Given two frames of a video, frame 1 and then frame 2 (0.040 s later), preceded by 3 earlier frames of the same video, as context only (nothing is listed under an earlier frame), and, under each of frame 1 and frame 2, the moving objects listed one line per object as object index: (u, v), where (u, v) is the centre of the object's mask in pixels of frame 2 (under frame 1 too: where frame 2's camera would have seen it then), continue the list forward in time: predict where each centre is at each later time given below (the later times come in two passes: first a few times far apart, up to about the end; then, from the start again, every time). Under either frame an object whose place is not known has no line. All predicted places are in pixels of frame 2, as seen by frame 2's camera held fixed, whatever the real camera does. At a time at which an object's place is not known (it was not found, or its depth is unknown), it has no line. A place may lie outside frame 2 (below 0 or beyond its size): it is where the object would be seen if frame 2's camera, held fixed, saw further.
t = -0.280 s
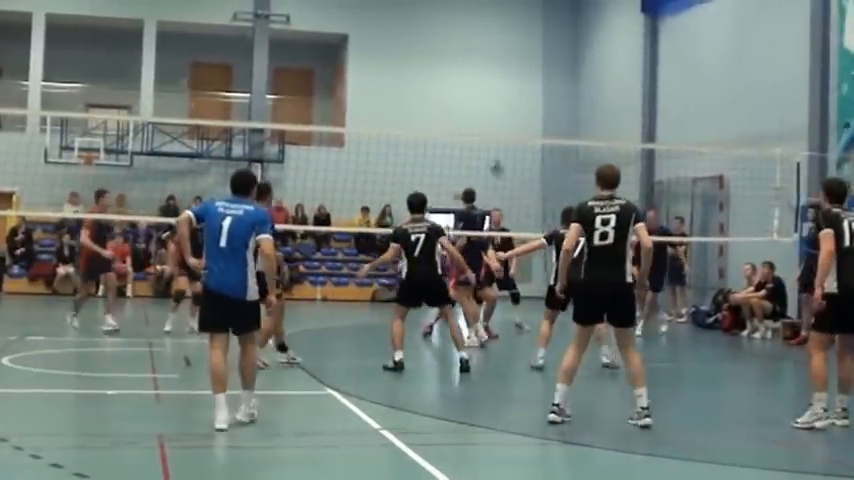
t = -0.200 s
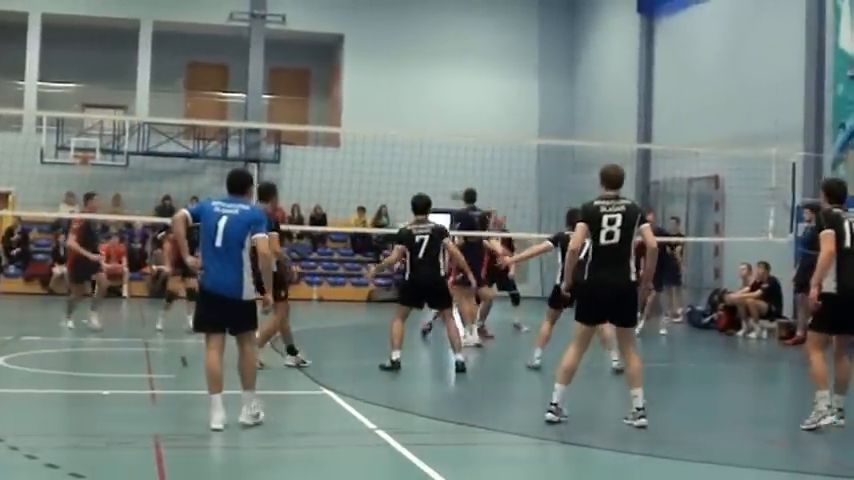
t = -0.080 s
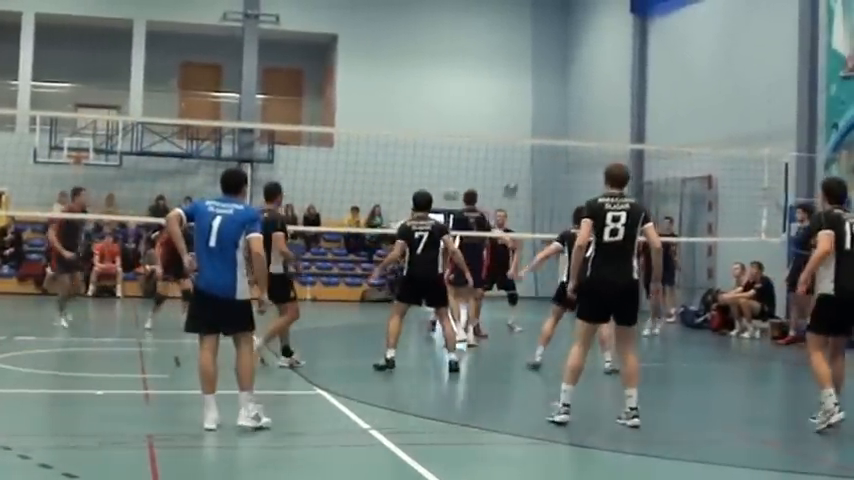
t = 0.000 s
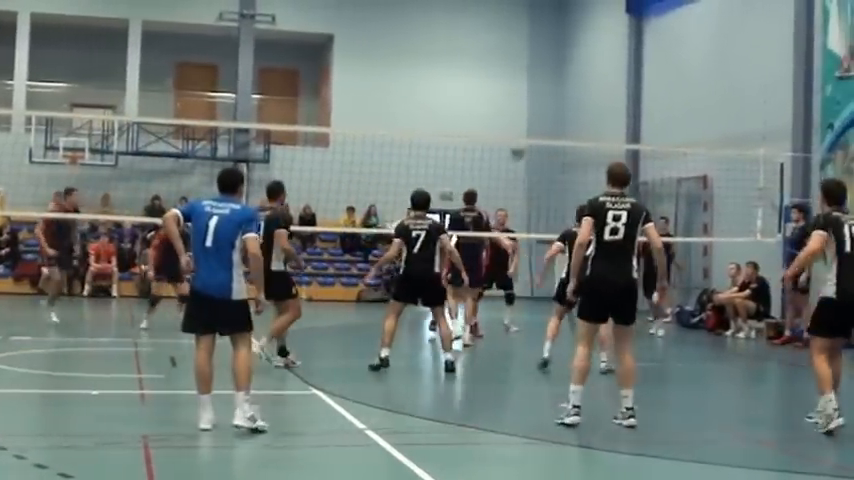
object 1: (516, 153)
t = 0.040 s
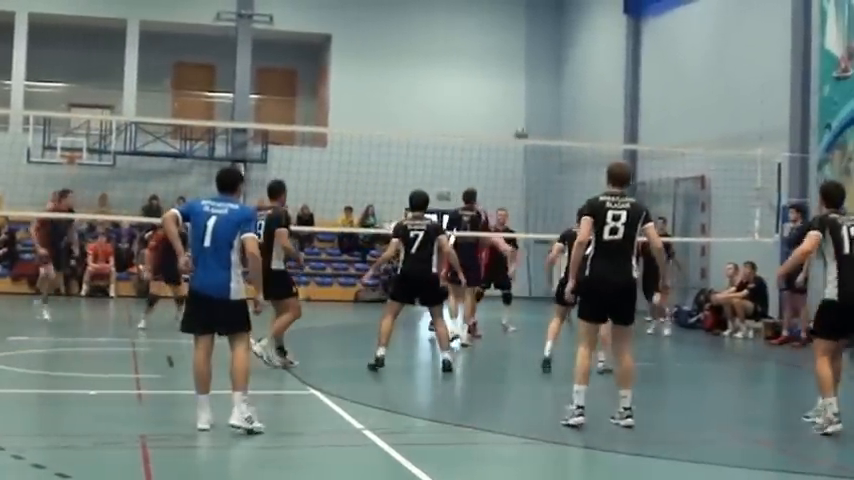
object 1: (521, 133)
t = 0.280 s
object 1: (551, 56)
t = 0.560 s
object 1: (584, 22)
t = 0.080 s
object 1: (526, 118)
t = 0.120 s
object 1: (531, 105)
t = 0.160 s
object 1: (537, 90)
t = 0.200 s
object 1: (543, 76)
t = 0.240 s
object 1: (547, 66)
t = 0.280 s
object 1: (551, 56)
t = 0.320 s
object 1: (556, 49)
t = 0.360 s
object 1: (560, 41)
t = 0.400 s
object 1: (566, 35)
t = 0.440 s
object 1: (570, 29)
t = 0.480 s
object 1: (574, 27)
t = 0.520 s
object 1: (578, 24)
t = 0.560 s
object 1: (584, 22)
